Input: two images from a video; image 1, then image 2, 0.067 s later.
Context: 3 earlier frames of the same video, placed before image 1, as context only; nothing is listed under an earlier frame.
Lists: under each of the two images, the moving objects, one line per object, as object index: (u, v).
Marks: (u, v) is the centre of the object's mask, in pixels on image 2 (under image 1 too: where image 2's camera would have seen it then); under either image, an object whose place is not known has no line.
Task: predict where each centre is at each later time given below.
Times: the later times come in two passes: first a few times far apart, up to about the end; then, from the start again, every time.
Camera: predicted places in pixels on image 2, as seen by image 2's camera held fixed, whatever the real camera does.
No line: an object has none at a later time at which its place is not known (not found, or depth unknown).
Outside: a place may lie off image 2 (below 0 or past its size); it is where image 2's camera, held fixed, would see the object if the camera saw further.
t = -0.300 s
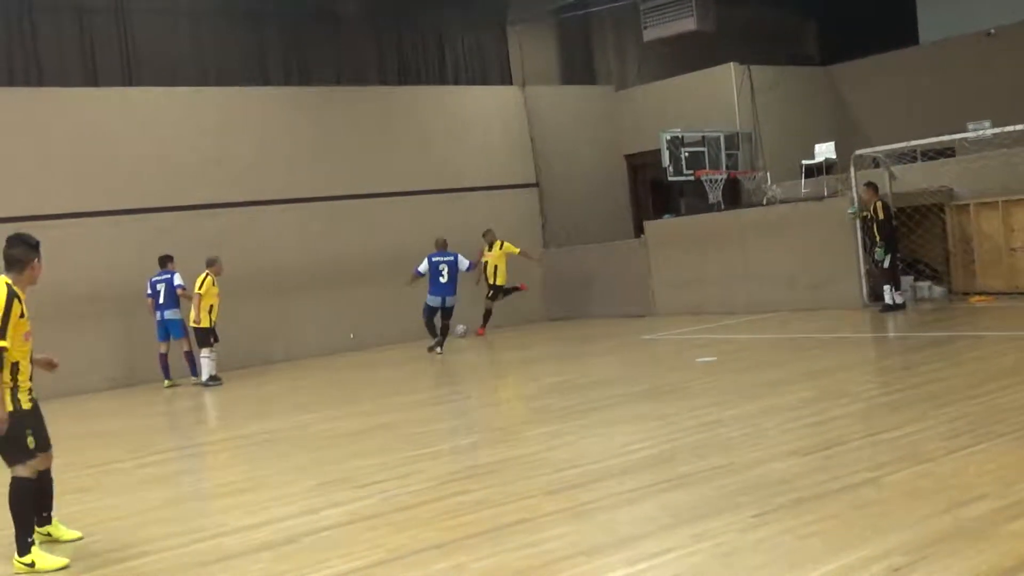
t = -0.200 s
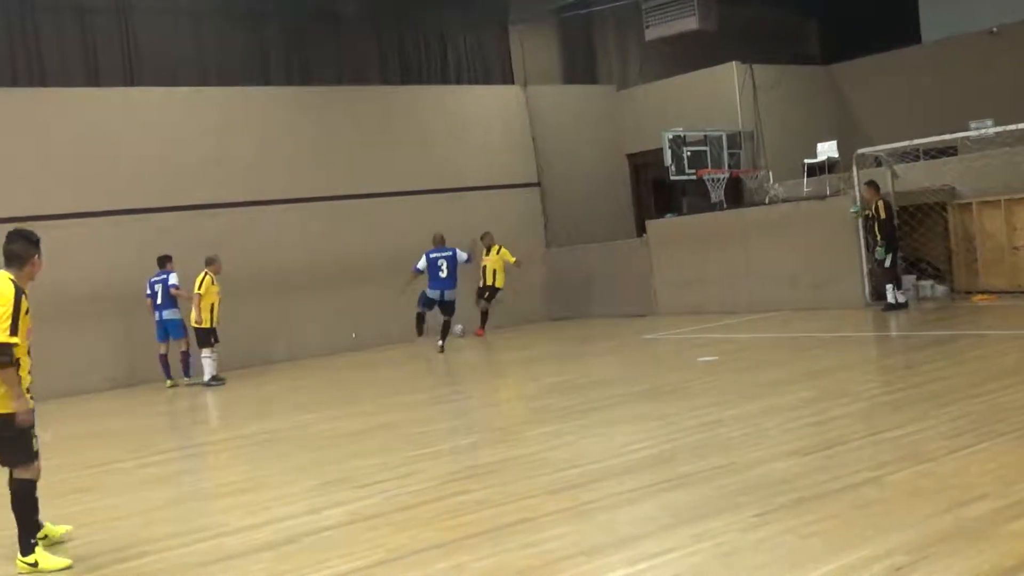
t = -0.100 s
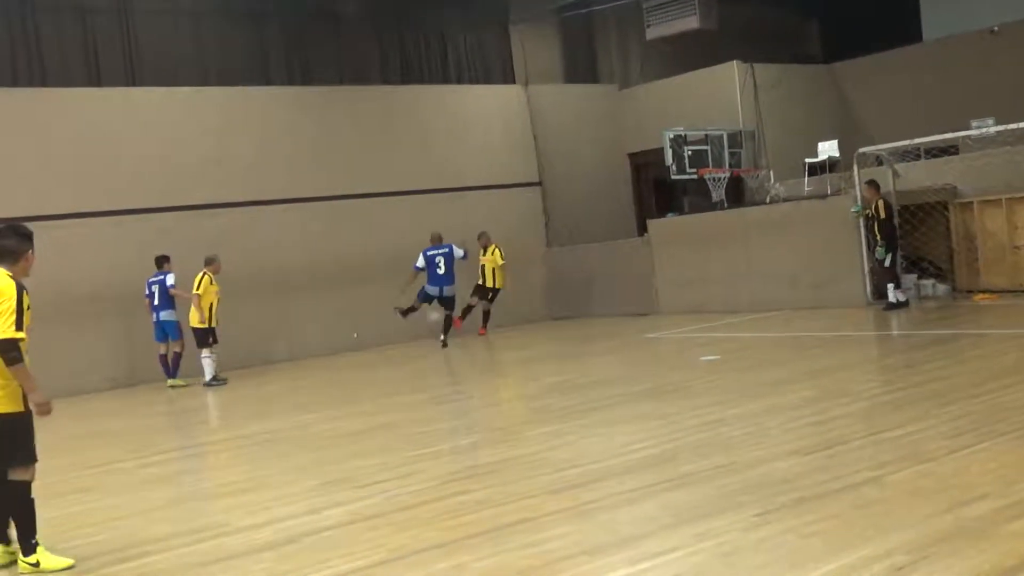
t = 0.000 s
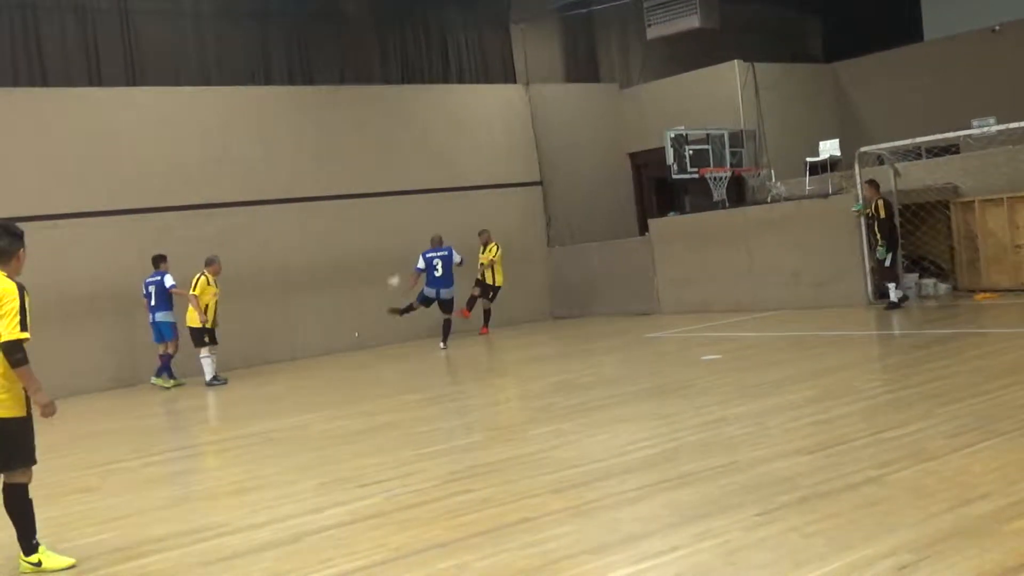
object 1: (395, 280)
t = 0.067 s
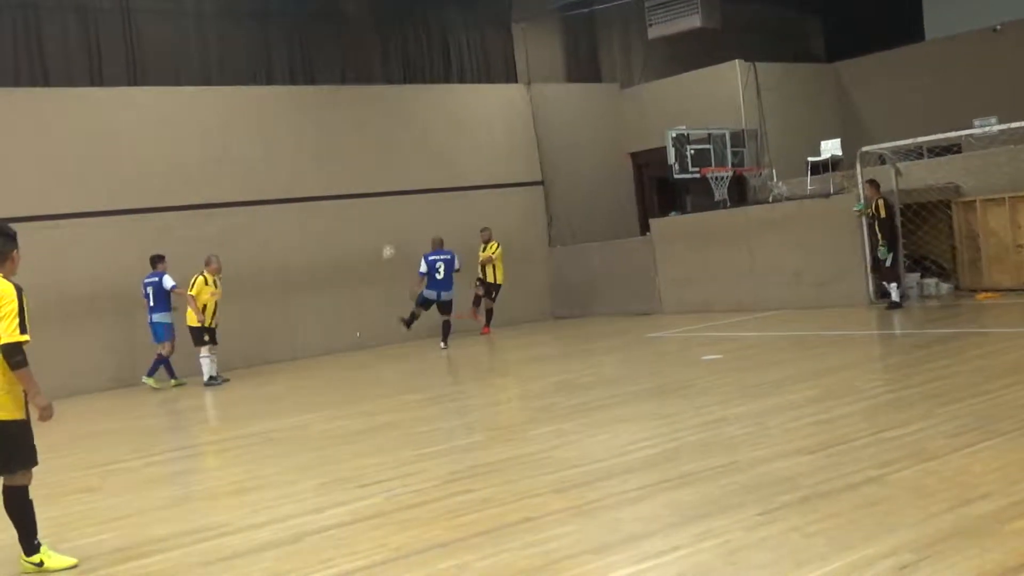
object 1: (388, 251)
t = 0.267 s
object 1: (368, 177)
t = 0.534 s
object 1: (342, 118)
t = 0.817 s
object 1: (320, 110)
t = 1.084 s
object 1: (305, 159)
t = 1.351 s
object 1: (297, 267)
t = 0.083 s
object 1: (386, 245)
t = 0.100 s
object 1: (385, 237)
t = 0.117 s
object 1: (383, 230)
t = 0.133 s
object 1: (381, 224)
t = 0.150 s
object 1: (379, 217)
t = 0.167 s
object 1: (379, 212)
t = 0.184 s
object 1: (376, 204)
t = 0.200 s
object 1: (374, 198)
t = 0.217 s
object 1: (373, 193)
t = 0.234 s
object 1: (371, 189)
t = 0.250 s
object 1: (370, 181)
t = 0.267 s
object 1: (368, 177)
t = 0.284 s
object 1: (366, 171)
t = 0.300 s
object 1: (365, 165)
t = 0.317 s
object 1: (365, 162)
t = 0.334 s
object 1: (362, 159)
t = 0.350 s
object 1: (361, 154)
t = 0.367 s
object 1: (359, 150)
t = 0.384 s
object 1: (357, 145)
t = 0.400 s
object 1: (356, 141)
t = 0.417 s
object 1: (352, 137)
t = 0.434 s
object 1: (351, 134)
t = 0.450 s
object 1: (350, 132)
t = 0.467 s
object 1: (349, 129)
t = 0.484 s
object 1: (347, 126)
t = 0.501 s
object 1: (346, 123)
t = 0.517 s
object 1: (344, 120)
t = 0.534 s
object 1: (342, 118)
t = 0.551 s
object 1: (341, 116)
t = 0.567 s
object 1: (339, 115)
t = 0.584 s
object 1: (338, 112)
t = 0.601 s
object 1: (337, 111)
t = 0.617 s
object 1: (336, 109)
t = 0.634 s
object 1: (334, 109)
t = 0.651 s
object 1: (332, 107)
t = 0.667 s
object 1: (331, 107)
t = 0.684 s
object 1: (330, 107)
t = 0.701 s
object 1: (329, 107)
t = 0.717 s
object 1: (328, 106)
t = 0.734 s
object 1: (326, 106)
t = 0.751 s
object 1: (325, 107)
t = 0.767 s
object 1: (323, 108)
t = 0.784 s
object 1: (323, 108)
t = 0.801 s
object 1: (322, 109)
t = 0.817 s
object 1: (320, 110)
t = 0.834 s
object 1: (320, 111)
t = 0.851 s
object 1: (318, 113)
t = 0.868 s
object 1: (317, 114)
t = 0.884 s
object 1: (317, 116)
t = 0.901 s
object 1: (315, 119)
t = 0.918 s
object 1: (314, 121)
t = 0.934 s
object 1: (313, 124)
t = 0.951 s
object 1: (312, 127)
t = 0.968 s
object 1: (311, 130)
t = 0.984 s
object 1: (310, 133)
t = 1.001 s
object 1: (309, 137)
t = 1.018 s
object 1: (308, 141)
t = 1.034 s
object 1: (307, 145)
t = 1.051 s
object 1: (307, 149)
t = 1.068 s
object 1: (305, 153)
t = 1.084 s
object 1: (305, 159)
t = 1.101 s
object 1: (304, 164)
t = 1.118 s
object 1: (304, 168)
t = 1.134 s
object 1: (303, 174)
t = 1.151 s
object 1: (302, 179)
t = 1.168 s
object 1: (302, 185)
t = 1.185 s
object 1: (301, 192)
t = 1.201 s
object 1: (299, 198)
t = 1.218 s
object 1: (299, 204)
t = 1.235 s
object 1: (299, 211)
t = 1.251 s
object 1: (299, 218)
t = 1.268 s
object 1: (298, 225)
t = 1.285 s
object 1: (297, 234)
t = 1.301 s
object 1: (297, 243)
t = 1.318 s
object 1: (297, 251)
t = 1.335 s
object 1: (297, 258)
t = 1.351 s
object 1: (297, 267)
